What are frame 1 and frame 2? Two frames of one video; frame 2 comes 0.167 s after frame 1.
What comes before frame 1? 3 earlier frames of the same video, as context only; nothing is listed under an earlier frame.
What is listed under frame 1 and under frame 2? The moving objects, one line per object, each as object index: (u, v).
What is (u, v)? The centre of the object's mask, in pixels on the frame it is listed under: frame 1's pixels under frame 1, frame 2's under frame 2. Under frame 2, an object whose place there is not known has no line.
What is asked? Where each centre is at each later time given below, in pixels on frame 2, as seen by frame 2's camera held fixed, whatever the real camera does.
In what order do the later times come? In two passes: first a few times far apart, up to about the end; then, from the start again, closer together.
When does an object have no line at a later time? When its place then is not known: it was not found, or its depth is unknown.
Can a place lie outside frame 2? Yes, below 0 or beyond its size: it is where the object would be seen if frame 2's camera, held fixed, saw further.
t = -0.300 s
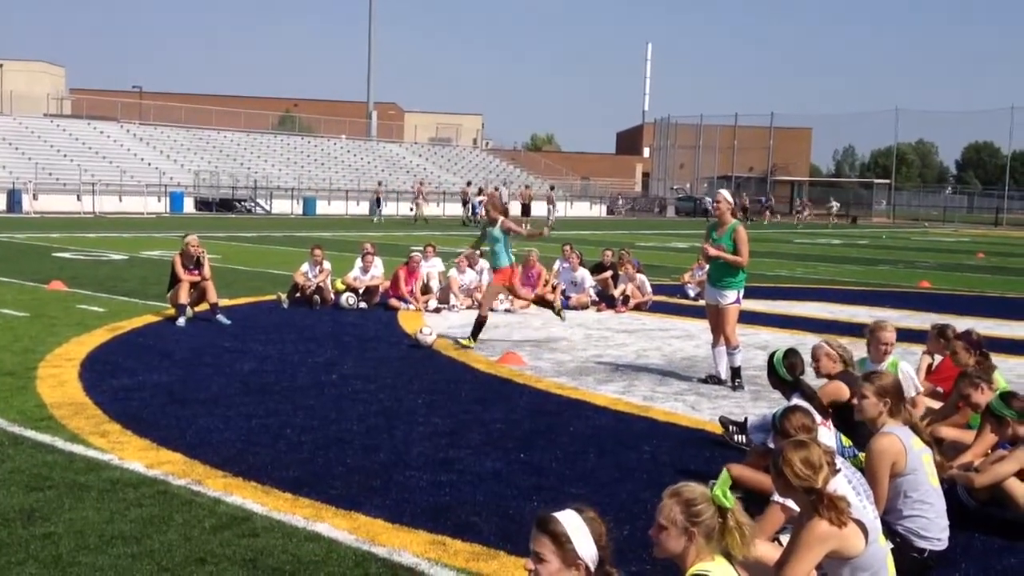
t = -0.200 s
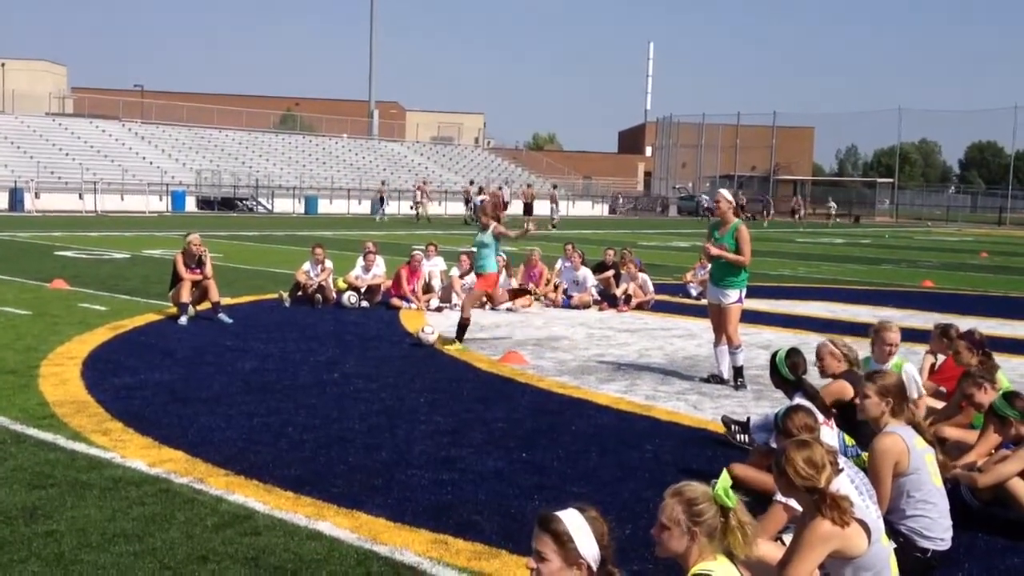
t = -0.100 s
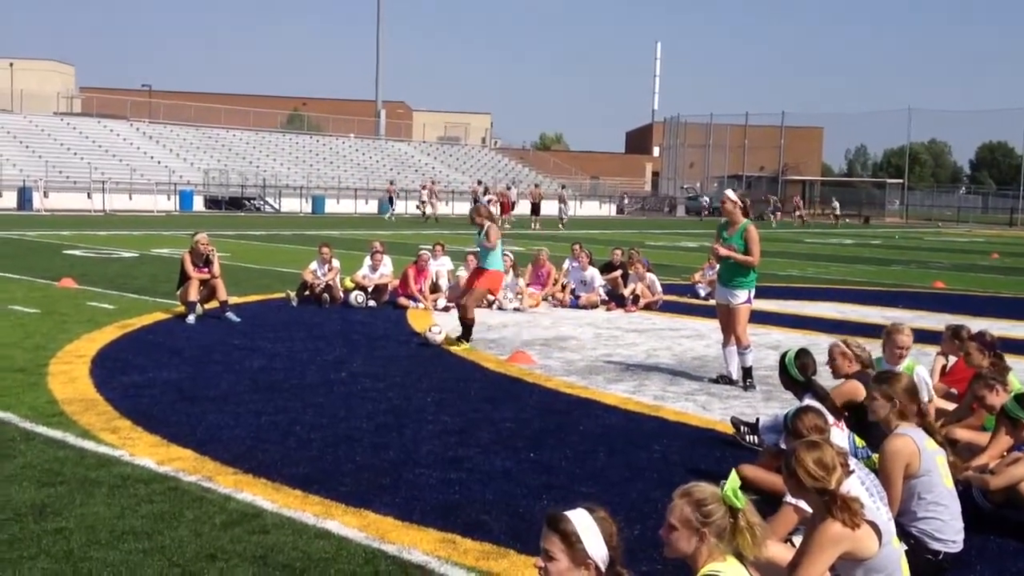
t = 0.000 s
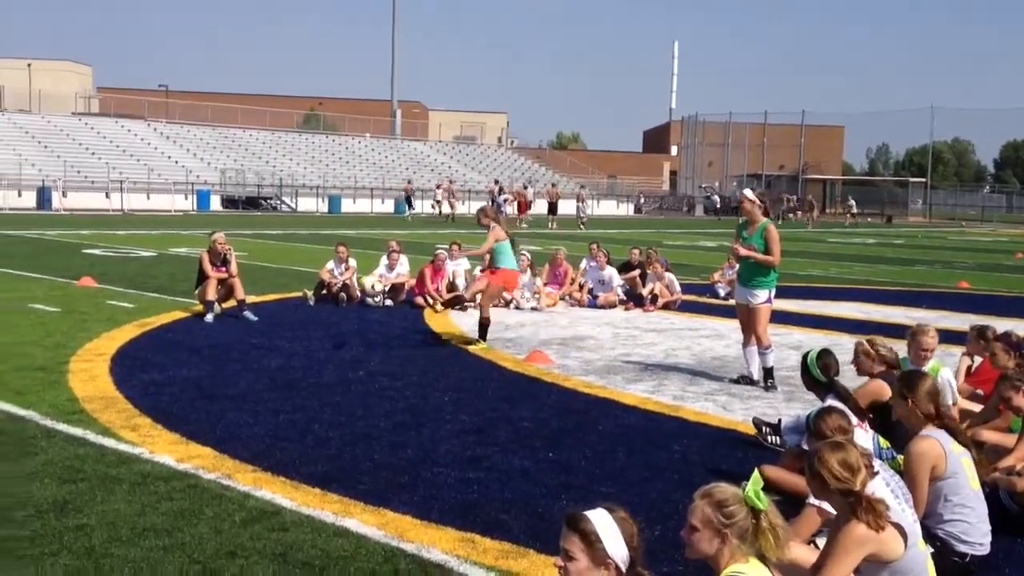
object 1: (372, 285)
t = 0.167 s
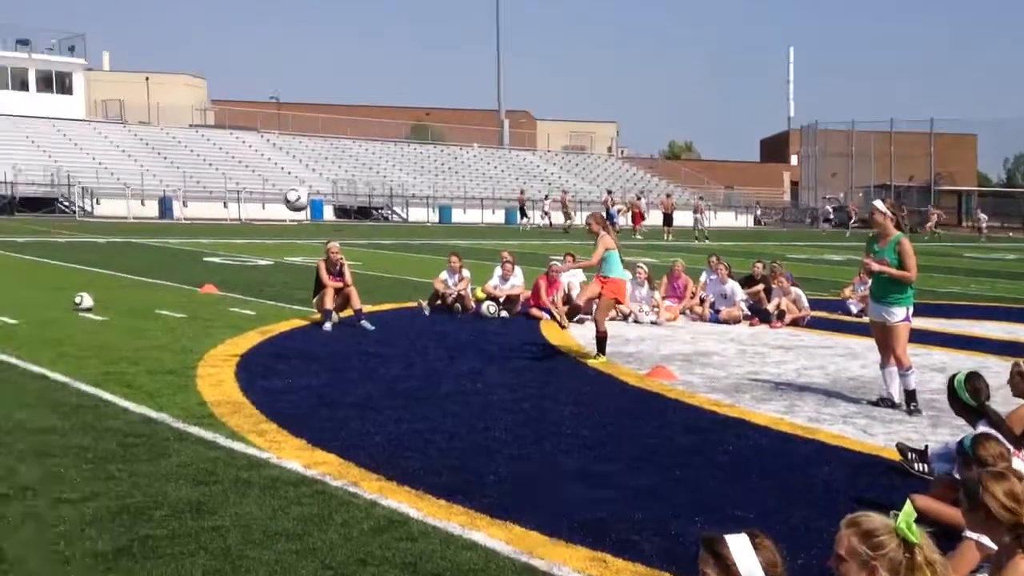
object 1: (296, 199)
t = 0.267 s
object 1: (157, 141)
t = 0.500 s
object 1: (-261, 18)
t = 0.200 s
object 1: (253, 180)
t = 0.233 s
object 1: (206, 160)
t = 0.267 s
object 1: (157, 141)
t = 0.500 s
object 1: (-261, 18)
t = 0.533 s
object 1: (-335, 3)
